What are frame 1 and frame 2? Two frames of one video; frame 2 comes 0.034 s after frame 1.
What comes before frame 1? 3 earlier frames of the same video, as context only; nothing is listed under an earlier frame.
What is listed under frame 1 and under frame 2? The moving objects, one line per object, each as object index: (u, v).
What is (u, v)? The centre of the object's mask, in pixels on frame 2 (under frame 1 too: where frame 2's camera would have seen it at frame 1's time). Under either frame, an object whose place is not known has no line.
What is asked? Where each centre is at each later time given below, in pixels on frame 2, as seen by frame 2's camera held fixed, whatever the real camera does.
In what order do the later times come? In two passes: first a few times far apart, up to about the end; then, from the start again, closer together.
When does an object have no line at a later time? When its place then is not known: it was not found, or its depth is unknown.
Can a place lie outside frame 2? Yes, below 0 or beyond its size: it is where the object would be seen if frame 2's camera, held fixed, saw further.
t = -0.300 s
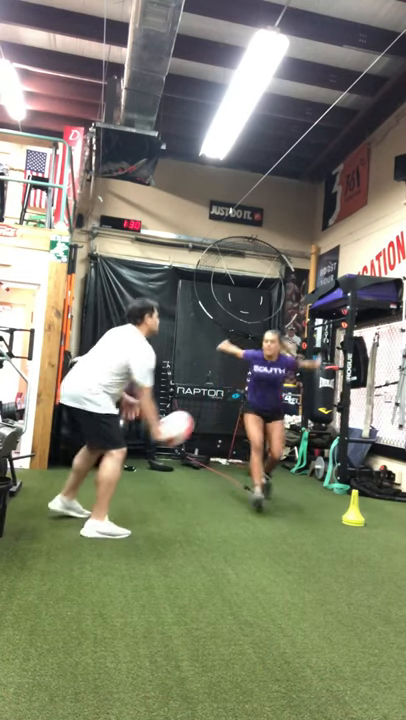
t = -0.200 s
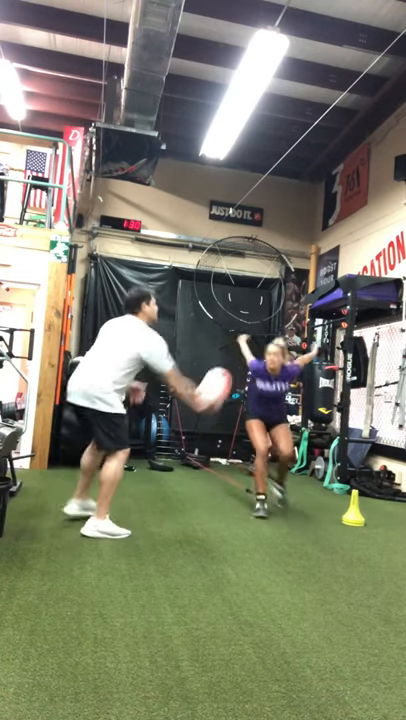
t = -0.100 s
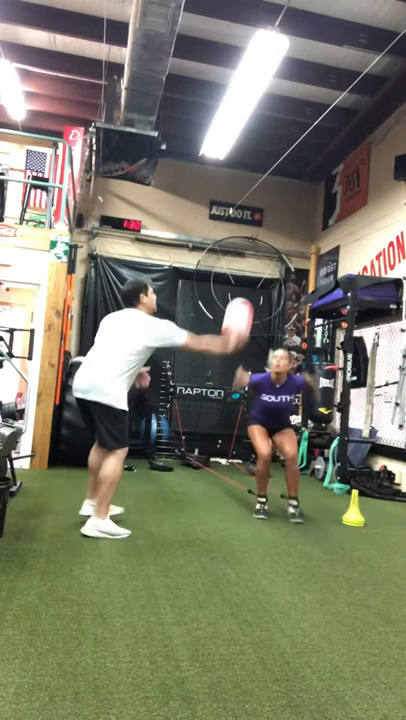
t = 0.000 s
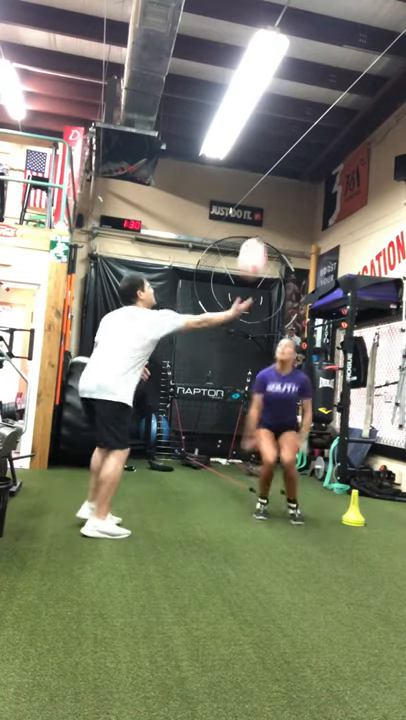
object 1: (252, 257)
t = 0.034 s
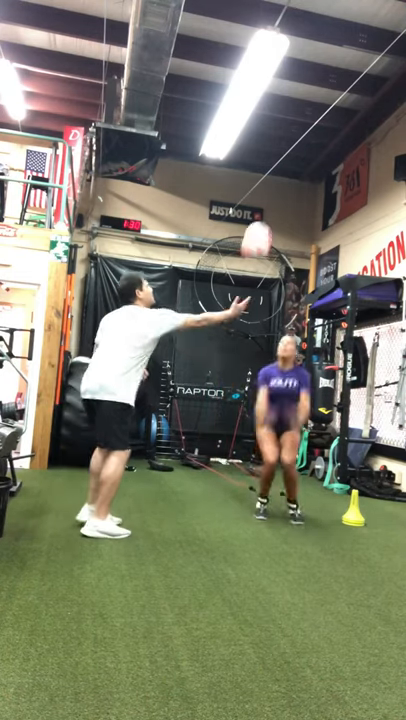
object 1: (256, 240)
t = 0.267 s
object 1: (283, 165)
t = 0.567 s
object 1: (307, 168)
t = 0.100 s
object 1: (264, 212)
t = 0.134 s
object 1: (268, 200)
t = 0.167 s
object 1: (272, 189)
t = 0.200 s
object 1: (276, 180)
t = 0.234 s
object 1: (279, 172)
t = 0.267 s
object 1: (283, 165)
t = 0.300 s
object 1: (286, 160)
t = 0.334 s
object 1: (289, 157)
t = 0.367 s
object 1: (292, 154)
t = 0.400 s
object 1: (294, 153)
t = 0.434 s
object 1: (297, 154)
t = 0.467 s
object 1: (300, 155)
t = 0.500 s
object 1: (302, 158)
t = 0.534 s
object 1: (305, 162)
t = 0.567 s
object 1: (307, 168)
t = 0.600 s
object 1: (309, 174)
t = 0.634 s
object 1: (311, 182)
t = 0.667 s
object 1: (313, 191)
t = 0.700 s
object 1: (314, 201)
